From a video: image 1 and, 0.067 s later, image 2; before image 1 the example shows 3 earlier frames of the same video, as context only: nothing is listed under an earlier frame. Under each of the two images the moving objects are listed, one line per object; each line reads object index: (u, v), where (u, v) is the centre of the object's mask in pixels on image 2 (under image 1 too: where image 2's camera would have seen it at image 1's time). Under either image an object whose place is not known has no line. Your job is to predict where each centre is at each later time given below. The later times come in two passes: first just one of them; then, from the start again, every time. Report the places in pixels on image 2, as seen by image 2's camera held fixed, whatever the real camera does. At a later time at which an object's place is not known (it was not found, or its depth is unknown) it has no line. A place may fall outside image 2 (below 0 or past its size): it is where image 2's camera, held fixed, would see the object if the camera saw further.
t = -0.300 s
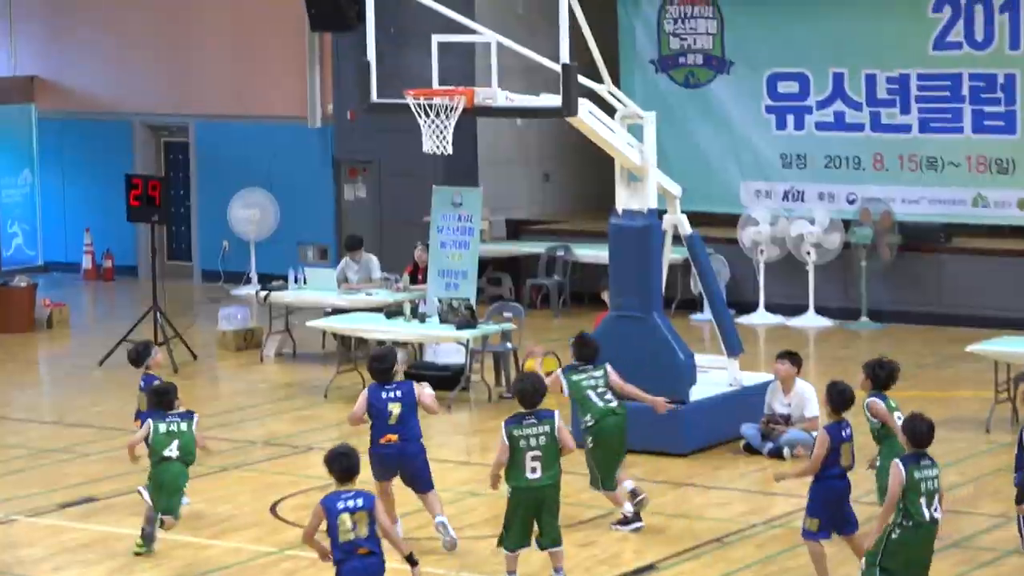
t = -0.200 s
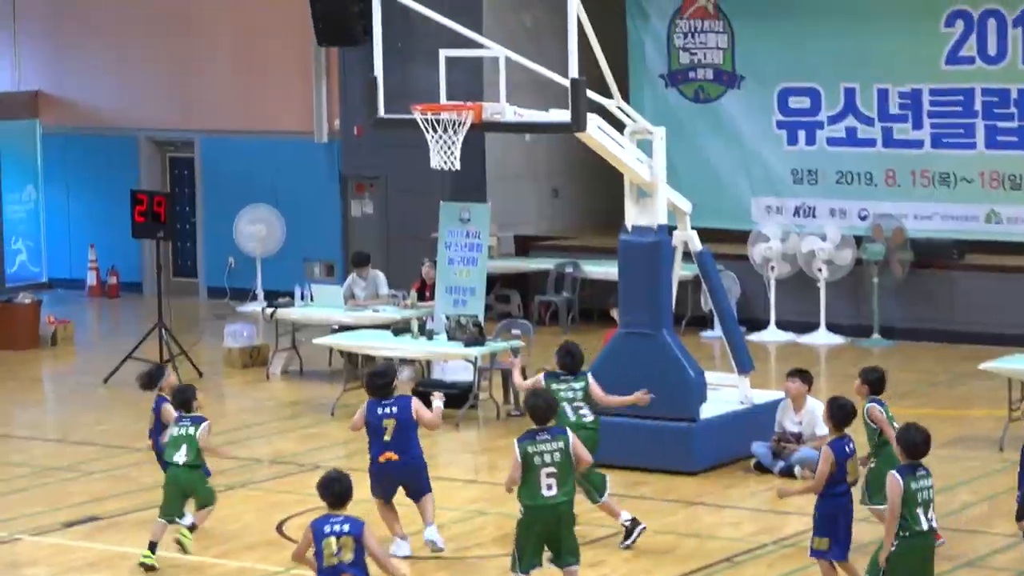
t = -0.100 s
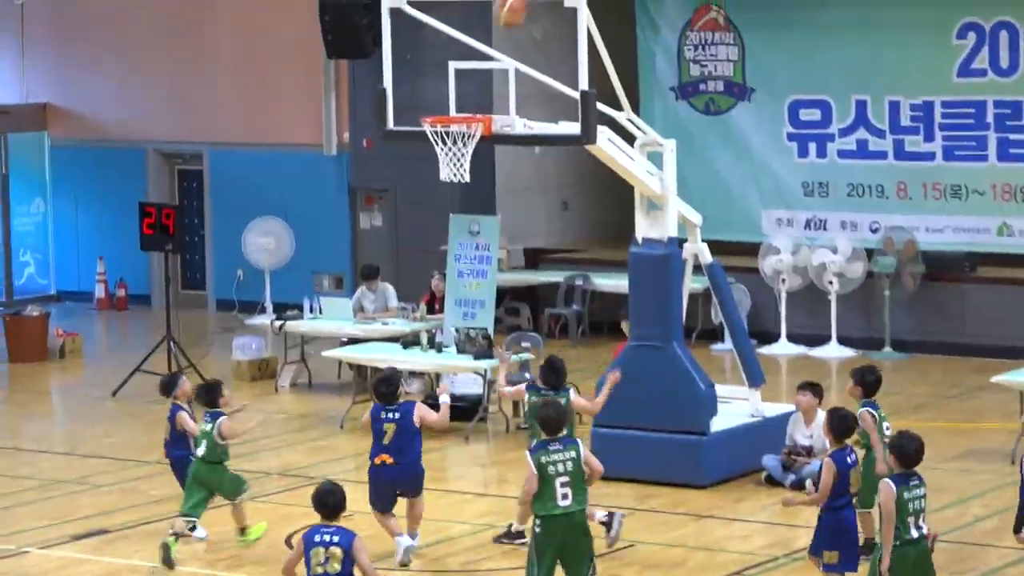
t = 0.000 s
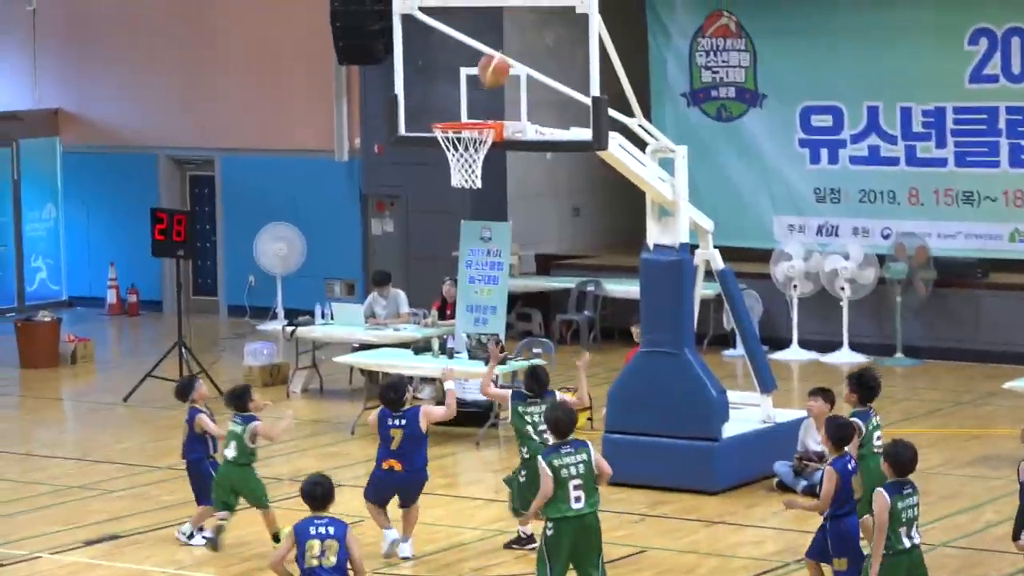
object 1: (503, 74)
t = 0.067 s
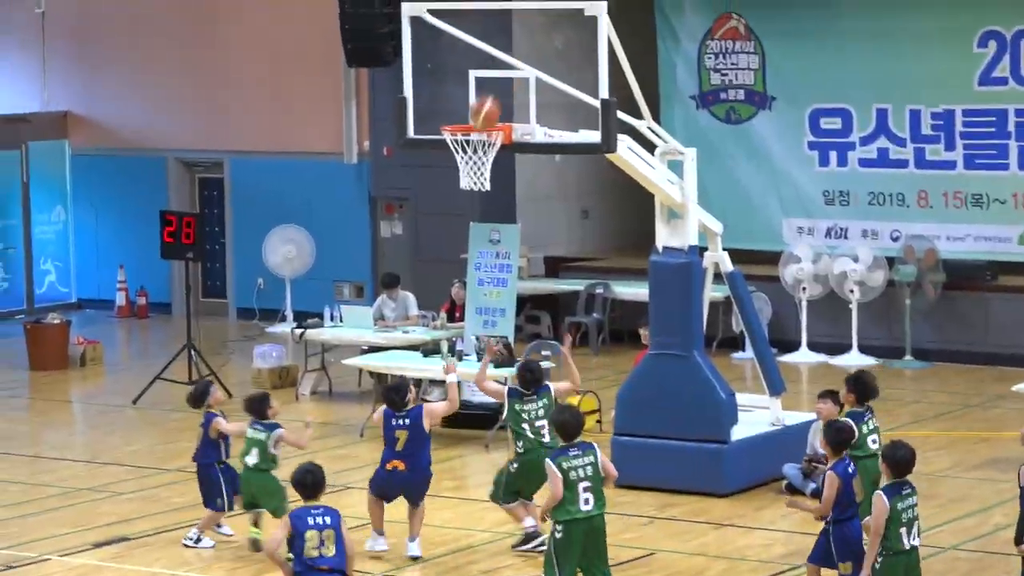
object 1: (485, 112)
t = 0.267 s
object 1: (478, 97)
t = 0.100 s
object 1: (482, 115)
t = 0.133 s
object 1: (481, 109)
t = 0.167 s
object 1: (480, 104)
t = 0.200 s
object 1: (479, 100)
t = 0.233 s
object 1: (479, 98)
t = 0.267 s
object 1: (478, 97)
